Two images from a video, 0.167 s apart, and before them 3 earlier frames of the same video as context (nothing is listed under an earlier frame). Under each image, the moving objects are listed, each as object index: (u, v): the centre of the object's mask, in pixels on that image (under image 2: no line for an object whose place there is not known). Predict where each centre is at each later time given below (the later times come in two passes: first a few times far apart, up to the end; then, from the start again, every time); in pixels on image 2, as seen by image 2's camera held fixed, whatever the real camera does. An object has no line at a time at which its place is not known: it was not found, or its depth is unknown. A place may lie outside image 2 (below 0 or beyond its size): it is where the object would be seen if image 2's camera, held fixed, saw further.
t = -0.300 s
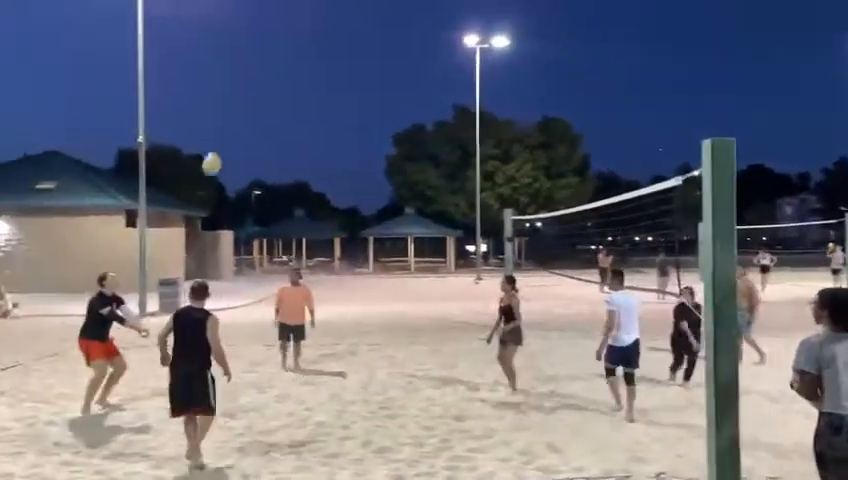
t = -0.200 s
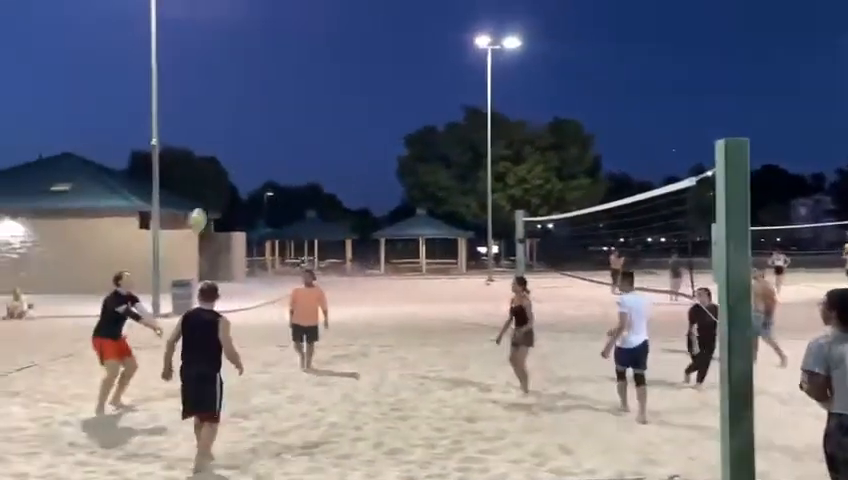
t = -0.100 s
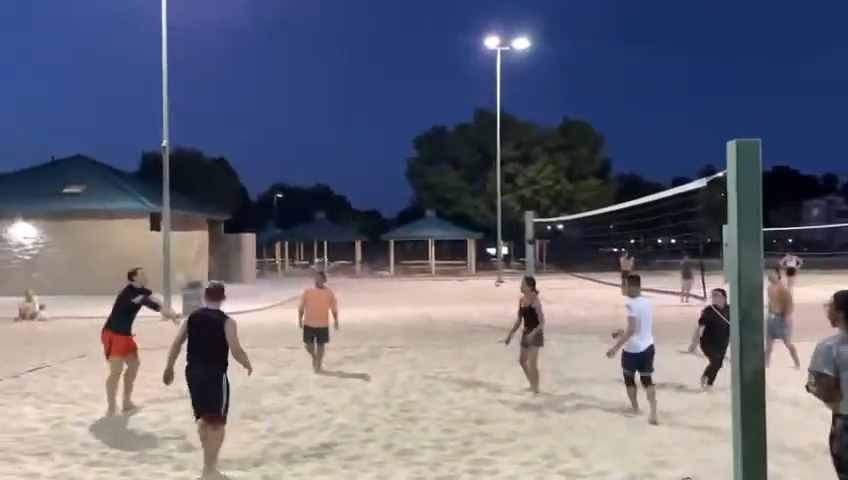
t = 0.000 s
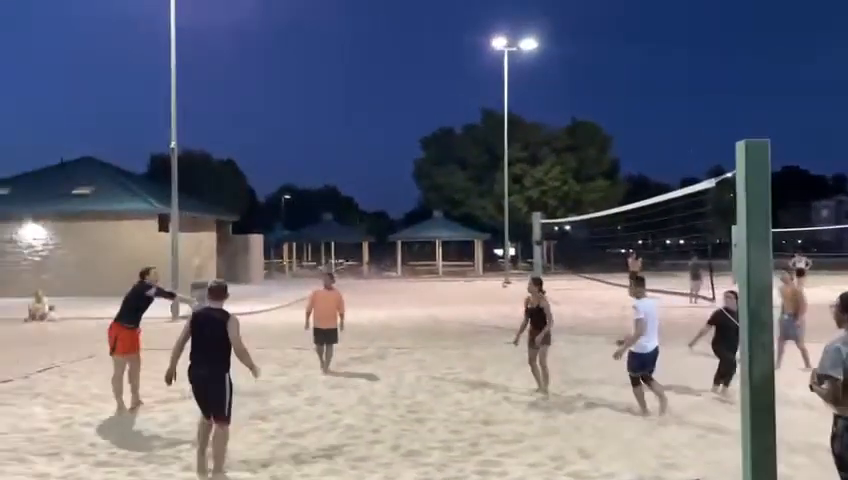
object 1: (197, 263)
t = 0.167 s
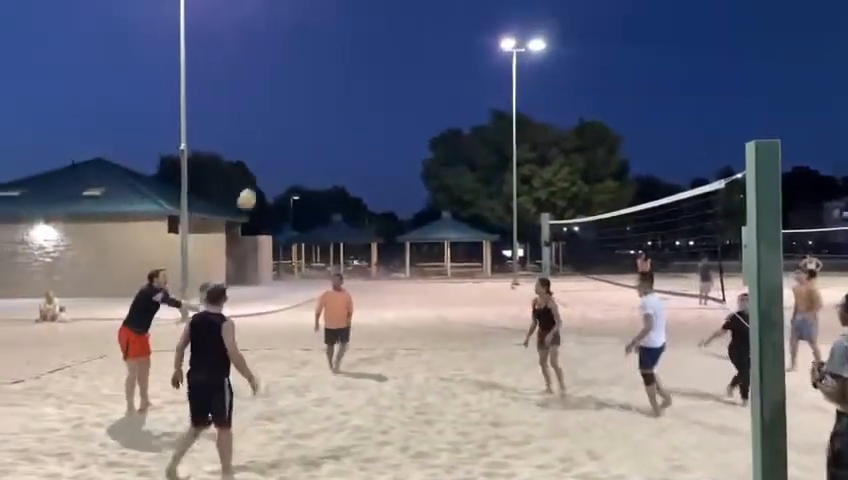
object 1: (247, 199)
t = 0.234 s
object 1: (262, 179)
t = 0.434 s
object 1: (304, 138)
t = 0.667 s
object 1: (353, 131)
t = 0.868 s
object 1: (395, 158)
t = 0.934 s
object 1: (408, 173)
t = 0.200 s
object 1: (254, 188)
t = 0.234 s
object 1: (262, 179)
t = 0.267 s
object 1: (269, 169)
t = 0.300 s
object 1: (276, 162)
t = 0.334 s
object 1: (283, 155)
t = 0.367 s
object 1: (290, 148)
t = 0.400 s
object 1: (297, 143)
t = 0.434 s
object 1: (304, 138)
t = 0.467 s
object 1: (312, 135)
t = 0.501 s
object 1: (319, 132)
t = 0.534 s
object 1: (326, 130)
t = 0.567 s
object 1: (333, 129)
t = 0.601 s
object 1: (339, 129)
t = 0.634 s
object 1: (346, 129)
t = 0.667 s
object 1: (353, 131)
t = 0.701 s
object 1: (360, 133)
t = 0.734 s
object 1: (367, 137)
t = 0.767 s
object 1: (374, 140)
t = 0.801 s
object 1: (381, 145)
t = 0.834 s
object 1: (388, 151)
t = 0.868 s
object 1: (395, 158)
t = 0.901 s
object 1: (402, 165)
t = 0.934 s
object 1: (408, 173)
